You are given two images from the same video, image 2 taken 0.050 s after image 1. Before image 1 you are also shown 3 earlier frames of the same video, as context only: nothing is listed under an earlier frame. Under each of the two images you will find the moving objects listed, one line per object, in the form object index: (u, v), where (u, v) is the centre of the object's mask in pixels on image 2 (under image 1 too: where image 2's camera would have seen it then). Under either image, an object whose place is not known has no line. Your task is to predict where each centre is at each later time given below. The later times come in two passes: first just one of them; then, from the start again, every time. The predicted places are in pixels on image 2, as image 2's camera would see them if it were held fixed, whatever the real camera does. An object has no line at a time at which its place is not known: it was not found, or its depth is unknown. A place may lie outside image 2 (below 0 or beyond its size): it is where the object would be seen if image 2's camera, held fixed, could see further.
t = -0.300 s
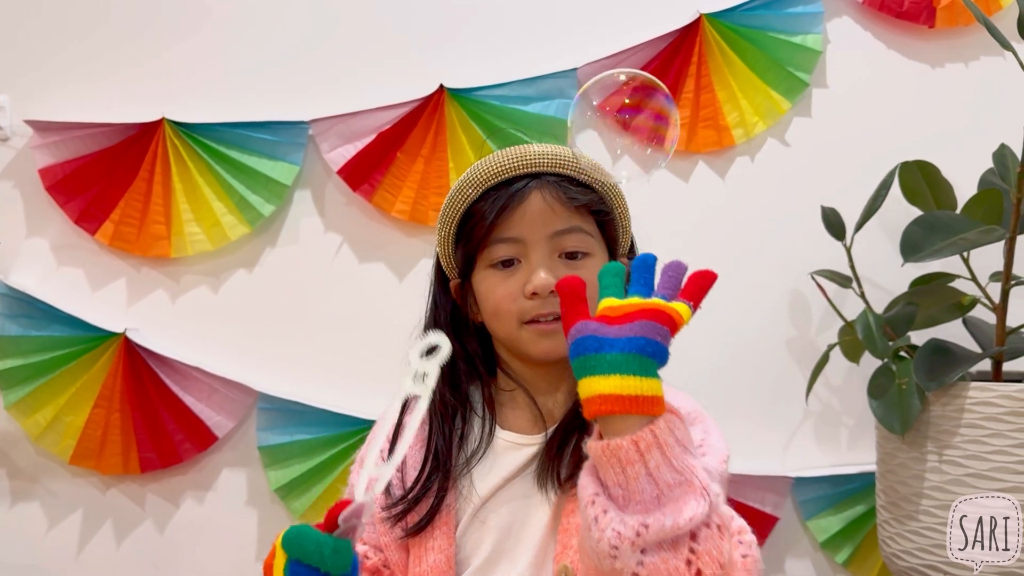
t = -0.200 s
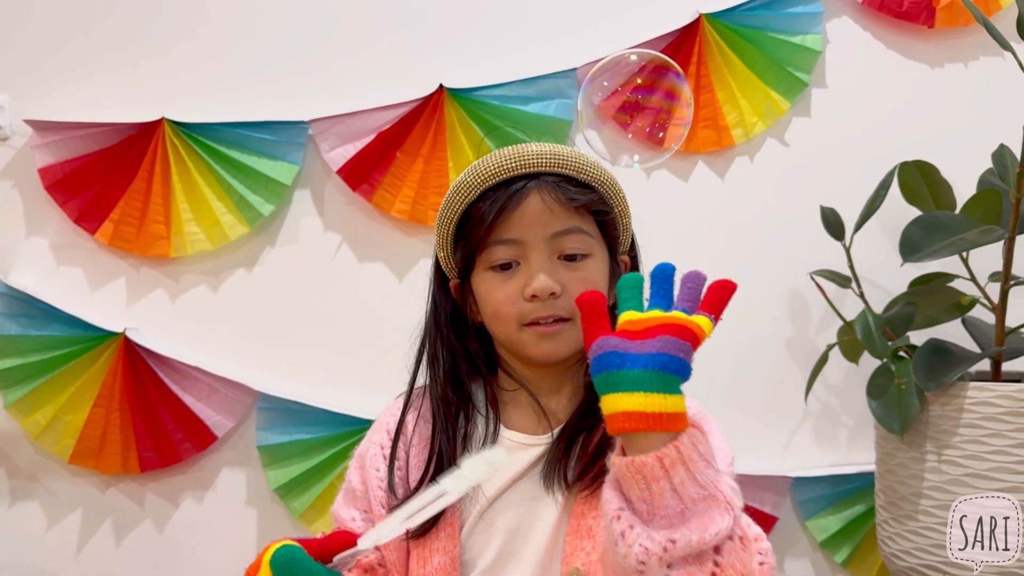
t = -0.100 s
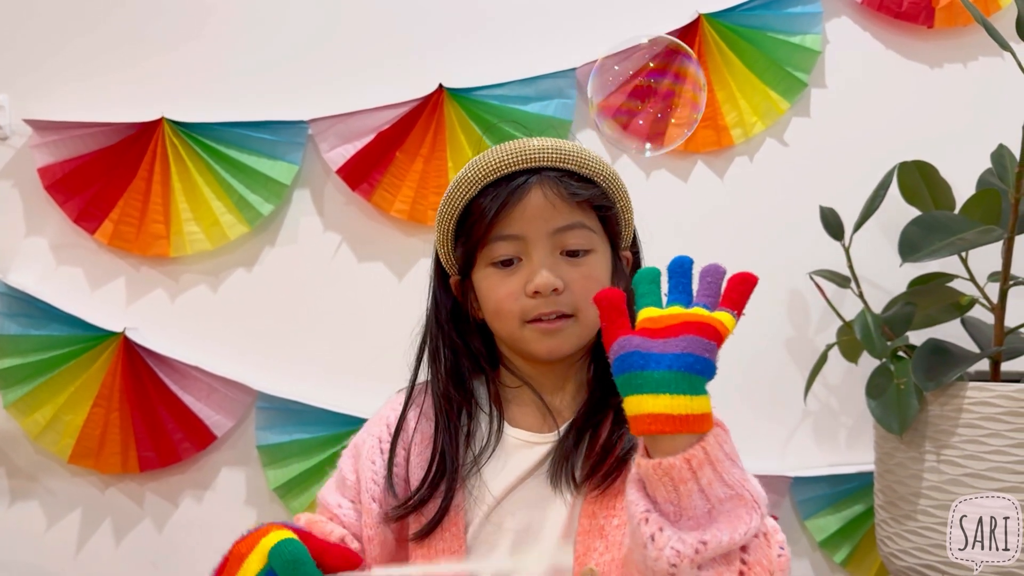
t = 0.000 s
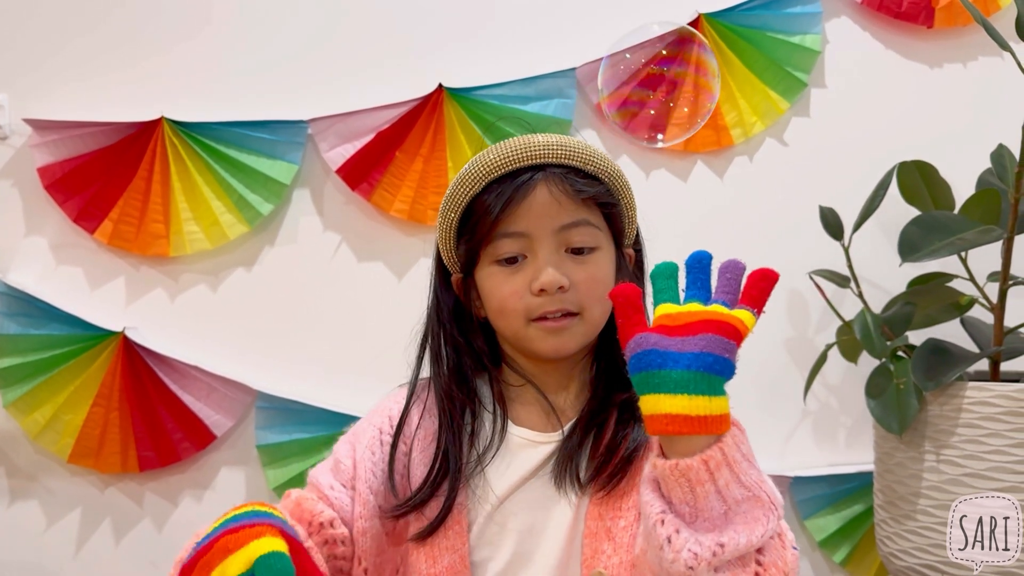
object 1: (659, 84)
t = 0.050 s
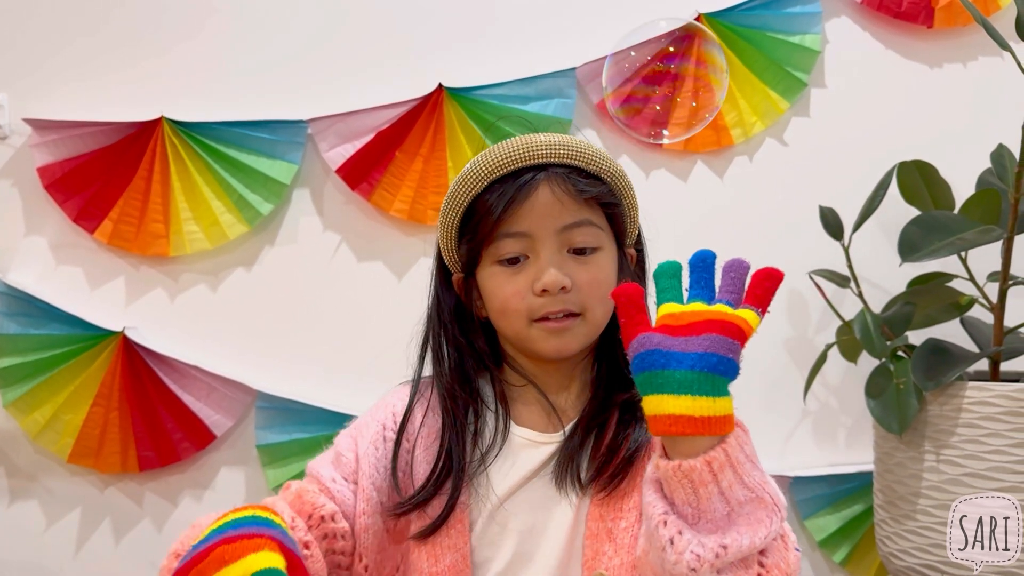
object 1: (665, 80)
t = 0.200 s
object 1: (684, 77)
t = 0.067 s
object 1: (668, 80)
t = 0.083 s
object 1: (670, 78)
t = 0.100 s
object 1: (672, 78)
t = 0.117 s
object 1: (674, 78)
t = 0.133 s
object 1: (676, 77)
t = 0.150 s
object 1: (678, 77)
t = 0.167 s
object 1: (680, 77)
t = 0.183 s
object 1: (683, 77)
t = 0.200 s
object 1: (684, 77)
